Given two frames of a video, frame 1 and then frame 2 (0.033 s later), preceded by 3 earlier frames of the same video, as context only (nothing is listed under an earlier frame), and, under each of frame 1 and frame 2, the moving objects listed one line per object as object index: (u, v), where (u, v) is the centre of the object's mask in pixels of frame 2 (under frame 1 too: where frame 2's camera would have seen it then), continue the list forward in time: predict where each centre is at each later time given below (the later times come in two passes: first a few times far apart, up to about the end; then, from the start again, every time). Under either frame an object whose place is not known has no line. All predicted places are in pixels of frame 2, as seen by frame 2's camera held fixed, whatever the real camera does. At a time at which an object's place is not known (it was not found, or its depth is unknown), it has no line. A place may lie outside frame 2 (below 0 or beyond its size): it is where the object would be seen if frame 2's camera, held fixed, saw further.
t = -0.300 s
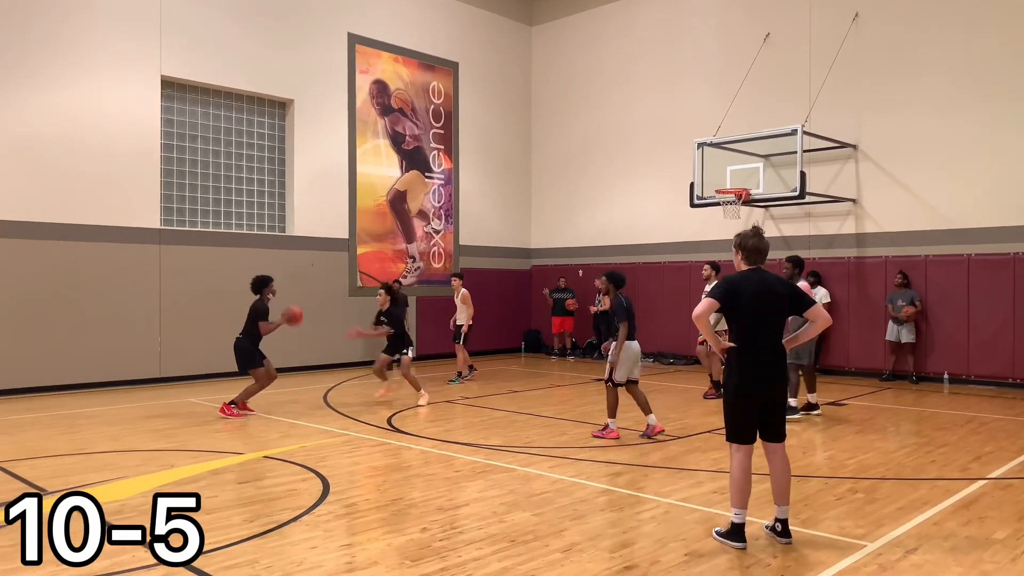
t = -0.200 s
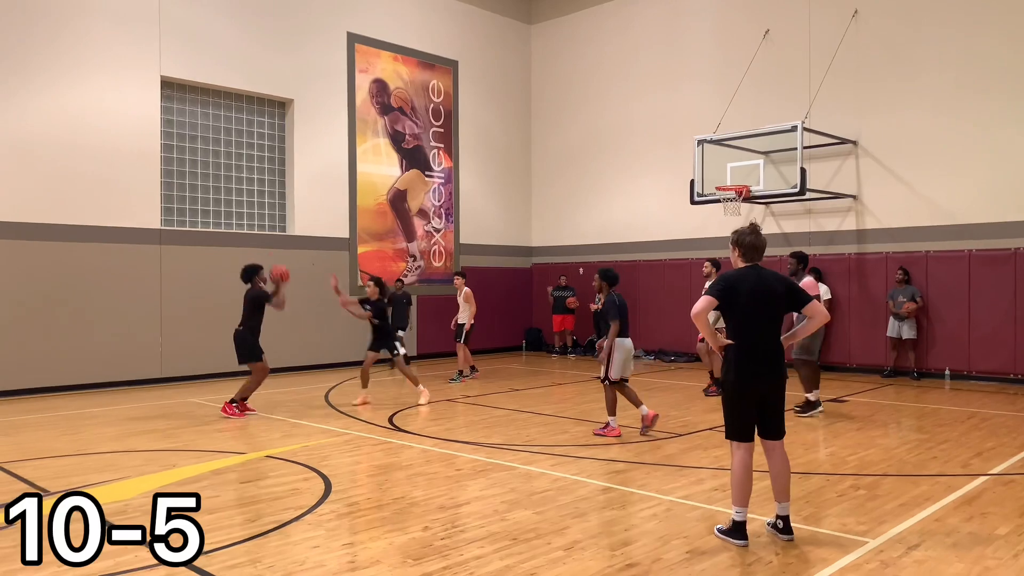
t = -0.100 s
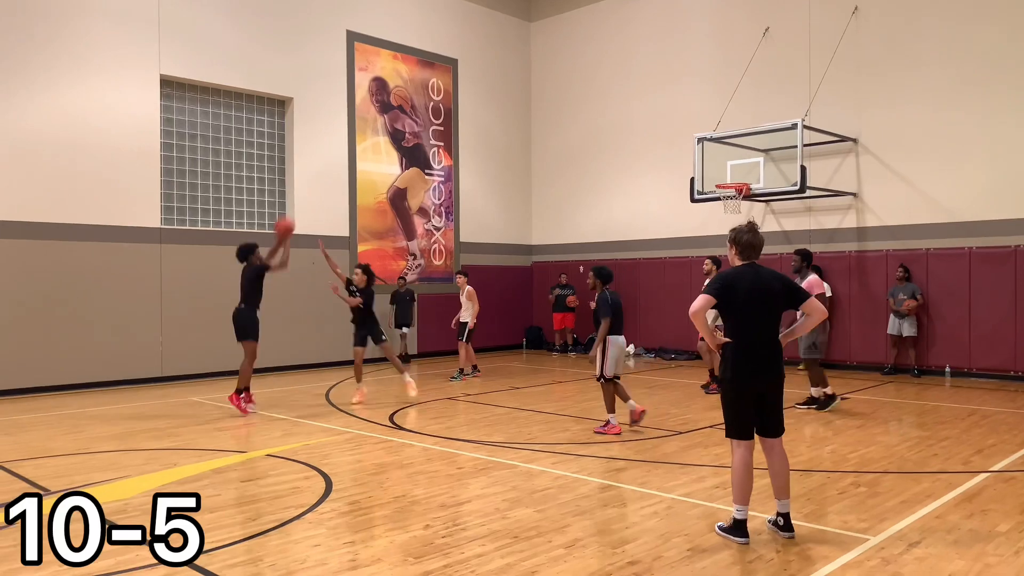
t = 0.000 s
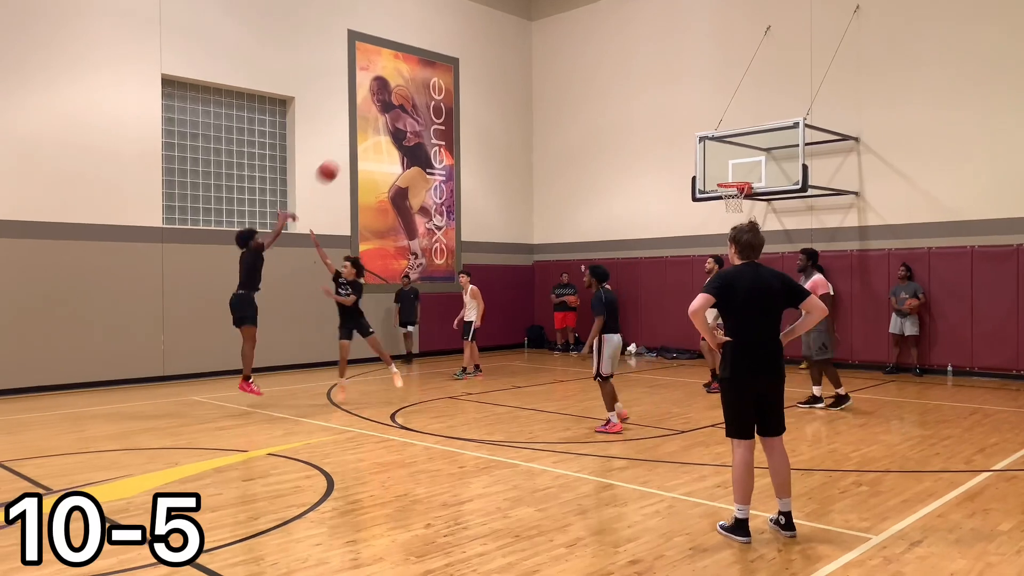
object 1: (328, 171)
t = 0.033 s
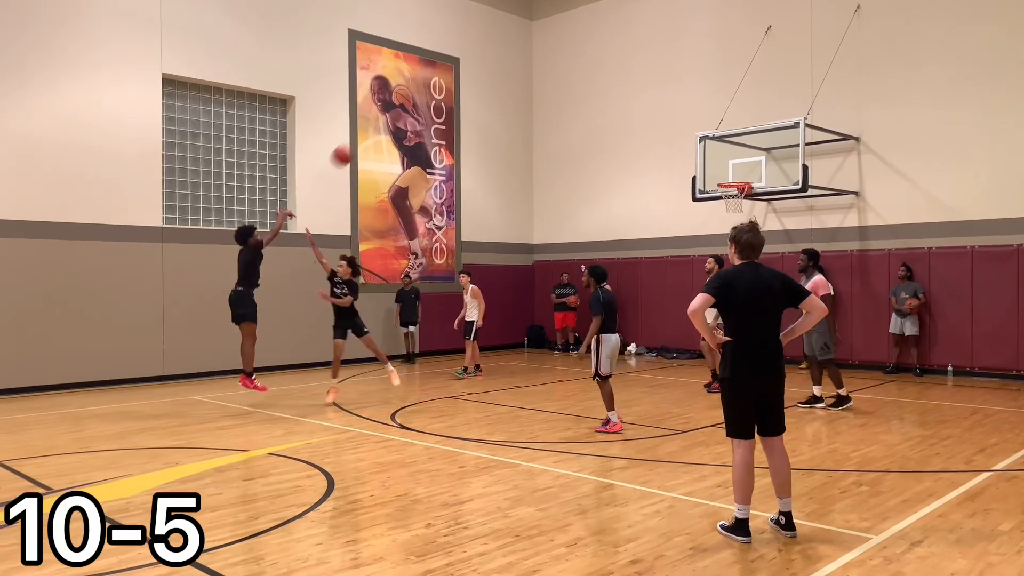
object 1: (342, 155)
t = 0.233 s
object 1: (424, 83)
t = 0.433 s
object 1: (498, 45)
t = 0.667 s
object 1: (577, 41)
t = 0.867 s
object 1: (637, 66)
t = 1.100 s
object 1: (700, 126)
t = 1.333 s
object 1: (740, 176)
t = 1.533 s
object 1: (721, 163)
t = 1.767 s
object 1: (689, 170)
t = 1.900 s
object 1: (672, 188)
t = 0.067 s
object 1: (356, 141)
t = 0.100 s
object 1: (370, 127)
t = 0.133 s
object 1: (385, 116)
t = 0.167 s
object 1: (401, 100)
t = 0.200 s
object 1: (411, 94)
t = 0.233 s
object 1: (424, 83)
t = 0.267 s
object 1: (438, 73)
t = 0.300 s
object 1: (451, 66)
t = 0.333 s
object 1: (463, 59)
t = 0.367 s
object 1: (475, 54)
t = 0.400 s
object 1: (487, 49)
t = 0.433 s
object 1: (498, 45)
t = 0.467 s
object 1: (510, 42)
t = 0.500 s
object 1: (522, 40)
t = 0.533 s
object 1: (532, 39)
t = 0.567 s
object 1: (544, 38)
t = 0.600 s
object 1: (555, 38)
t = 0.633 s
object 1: (567, 39)
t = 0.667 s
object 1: (577, 41)
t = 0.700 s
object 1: (588, 43)
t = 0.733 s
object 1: (597, 46)
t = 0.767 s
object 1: (608, 50)
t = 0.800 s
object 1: (618, 55)
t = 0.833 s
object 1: (628, 61)
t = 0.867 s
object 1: (637, 66)
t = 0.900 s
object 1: (647, 73)
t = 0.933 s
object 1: (656, 81)
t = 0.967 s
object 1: (665, 89)
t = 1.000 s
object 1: (674, 97)
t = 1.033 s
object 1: (683, 106)
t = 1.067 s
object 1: (692, 116)
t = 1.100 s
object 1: (700, 126)
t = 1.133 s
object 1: (710, 137)
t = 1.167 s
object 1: (718, 150)
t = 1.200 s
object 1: (726, 162)
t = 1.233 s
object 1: (734, 174)
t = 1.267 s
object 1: (738, 176)
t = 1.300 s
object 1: (741, 177)
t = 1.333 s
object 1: (740, 176)
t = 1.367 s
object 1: (737, 173)
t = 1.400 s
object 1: (734, 170)
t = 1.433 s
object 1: (731, 168)
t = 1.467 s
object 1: (728, 166)
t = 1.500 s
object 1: (725, 165)
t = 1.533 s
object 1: (721, 163)
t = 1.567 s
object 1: (716, 162)
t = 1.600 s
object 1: (711, 162)
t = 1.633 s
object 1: (707, 162)
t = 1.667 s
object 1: (702, 163)
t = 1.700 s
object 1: (698, 165)
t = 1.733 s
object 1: (694, 167)
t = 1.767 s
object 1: (689, 170)
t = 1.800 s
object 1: (685, 173)
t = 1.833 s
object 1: (681, 177)
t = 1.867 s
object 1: (677, 182)
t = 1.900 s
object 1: (672, 188)
